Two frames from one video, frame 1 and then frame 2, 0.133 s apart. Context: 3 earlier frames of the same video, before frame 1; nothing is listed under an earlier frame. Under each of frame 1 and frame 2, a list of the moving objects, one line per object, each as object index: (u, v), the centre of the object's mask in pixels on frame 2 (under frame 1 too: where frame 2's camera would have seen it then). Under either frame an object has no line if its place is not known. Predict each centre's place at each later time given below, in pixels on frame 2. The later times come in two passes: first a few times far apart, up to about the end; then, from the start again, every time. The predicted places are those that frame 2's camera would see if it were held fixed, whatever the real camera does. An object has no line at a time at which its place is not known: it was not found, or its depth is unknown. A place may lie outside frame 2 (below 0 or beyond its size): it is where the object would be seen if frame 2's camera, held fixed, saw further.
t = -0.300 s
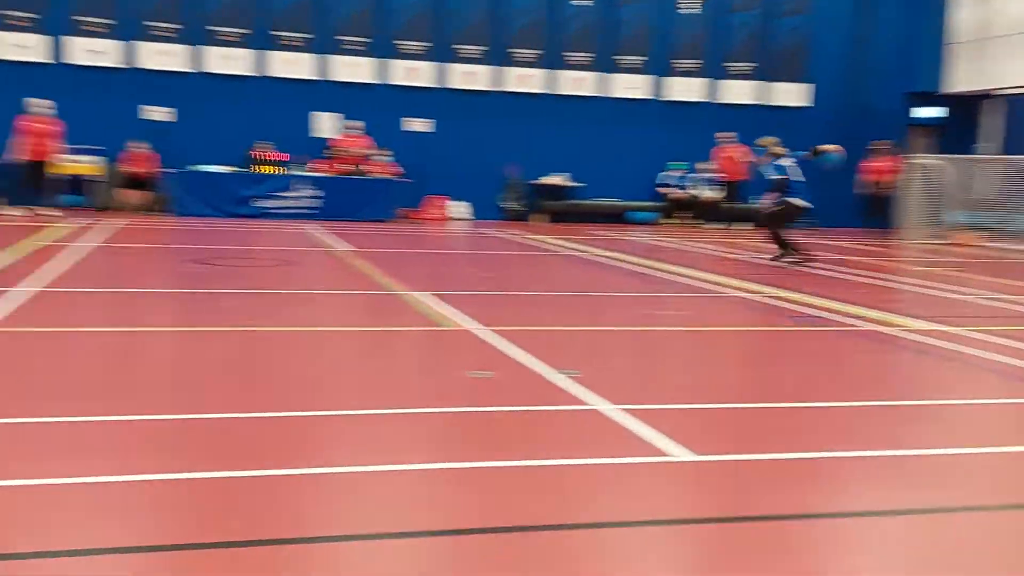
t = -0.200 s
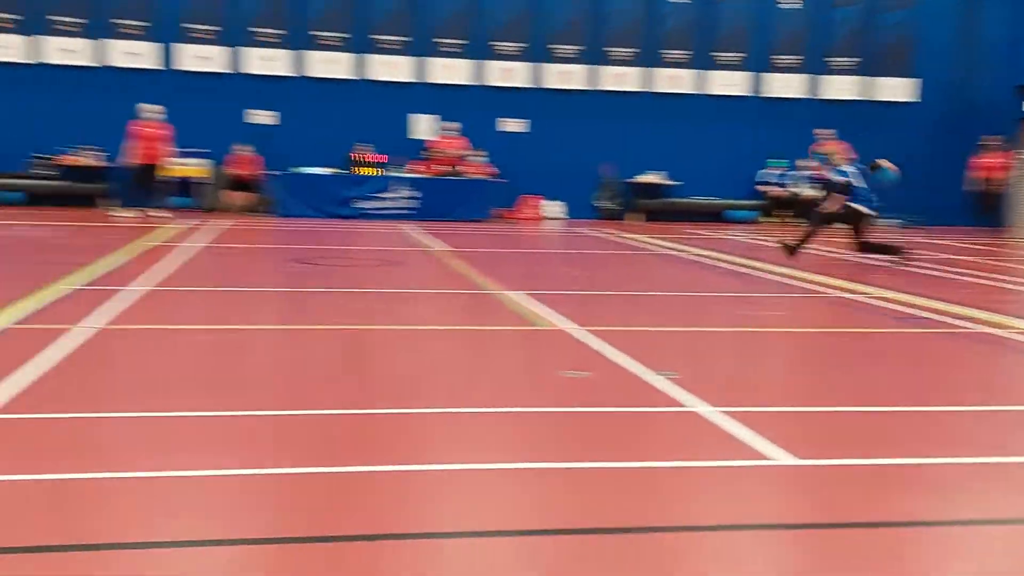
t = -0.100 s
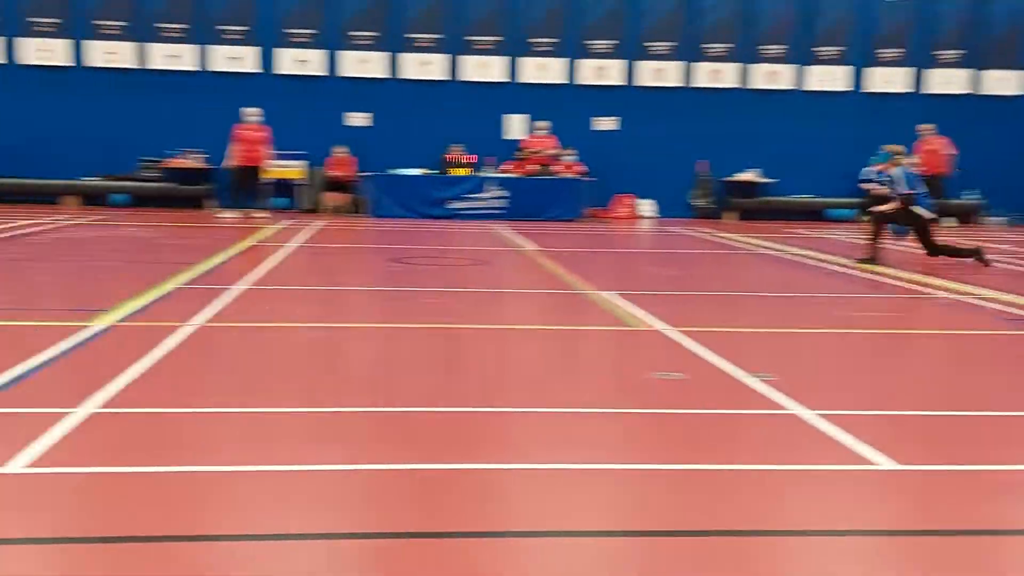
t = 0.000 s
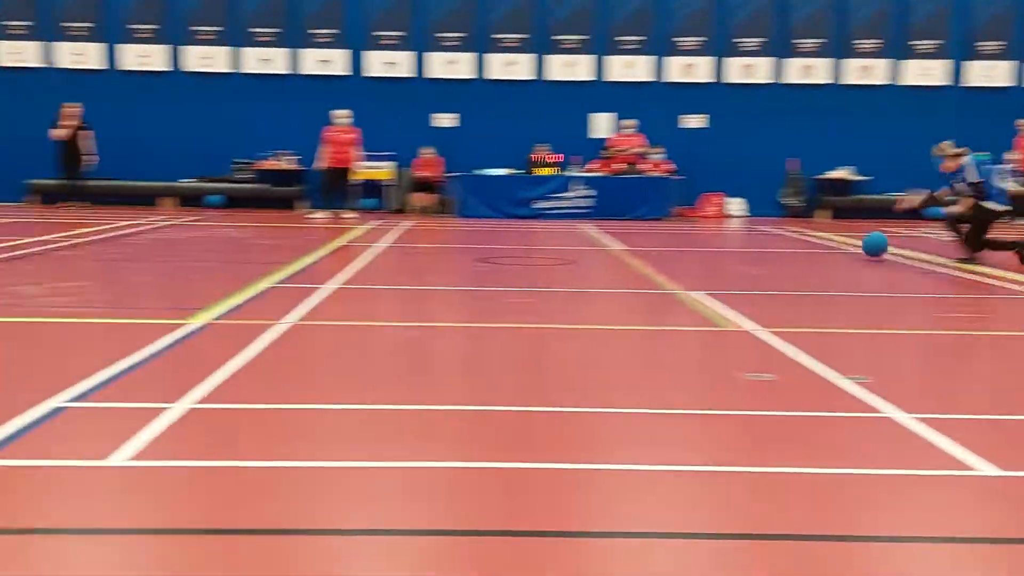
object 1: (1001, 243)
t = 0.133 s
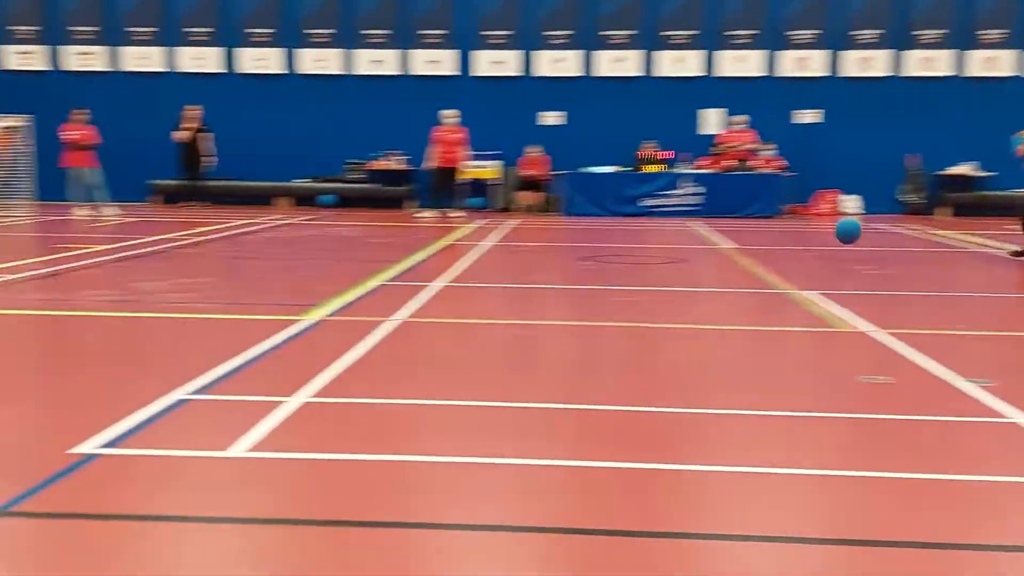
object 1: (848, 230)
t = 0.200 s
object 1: (771, 232)
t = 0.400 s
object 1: (545, 239)
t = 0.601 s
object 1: (332, 242)
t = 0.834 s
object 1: (67, 243)
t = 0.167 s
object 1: (810, 230)
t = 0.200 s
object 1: (771, 232)
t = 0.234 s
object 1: (731, 235)
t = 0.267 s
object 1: (693, 238)
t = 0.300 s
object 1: (652, 244)
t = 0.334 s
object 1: (614, 248)
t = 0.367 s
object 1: (580, 242)
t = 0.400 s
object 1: (545, 239)
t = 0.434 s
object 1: (511, 235)
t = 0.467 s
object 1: (476, 234)
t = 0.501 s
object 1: (441, 234)
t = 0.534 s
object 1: (405, 235)
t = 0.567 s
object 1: (369, 238)
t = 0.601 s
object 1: (332, 242)
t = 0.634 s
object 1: (296, 248)
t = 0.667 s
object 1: (258, 247)
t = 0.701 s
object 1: (222, 244)
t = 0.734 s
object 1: (184, 242)
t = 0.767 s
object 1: (145, 241)
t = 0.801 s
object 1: (107, 241)
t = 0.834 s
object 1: (67, 243)
